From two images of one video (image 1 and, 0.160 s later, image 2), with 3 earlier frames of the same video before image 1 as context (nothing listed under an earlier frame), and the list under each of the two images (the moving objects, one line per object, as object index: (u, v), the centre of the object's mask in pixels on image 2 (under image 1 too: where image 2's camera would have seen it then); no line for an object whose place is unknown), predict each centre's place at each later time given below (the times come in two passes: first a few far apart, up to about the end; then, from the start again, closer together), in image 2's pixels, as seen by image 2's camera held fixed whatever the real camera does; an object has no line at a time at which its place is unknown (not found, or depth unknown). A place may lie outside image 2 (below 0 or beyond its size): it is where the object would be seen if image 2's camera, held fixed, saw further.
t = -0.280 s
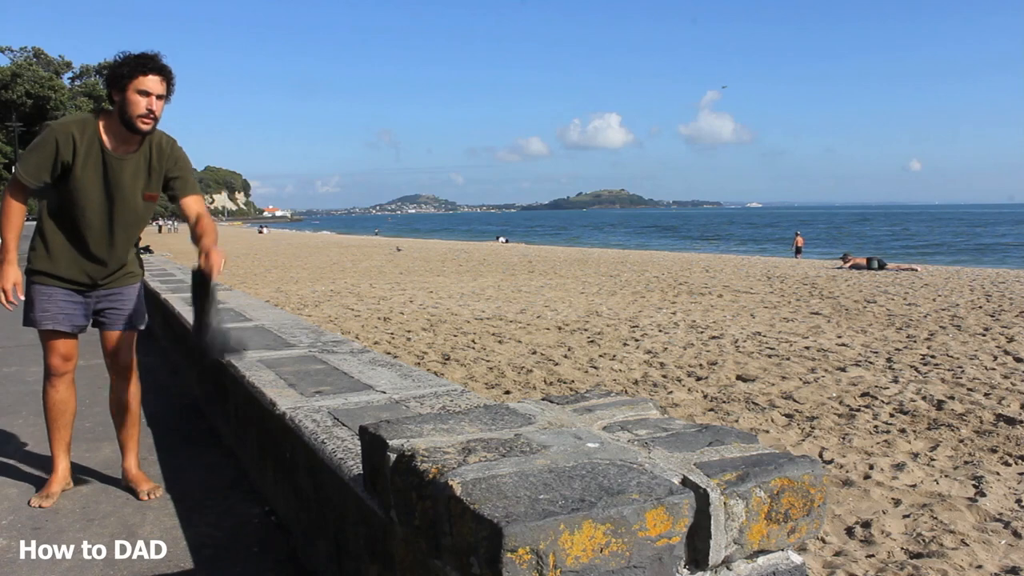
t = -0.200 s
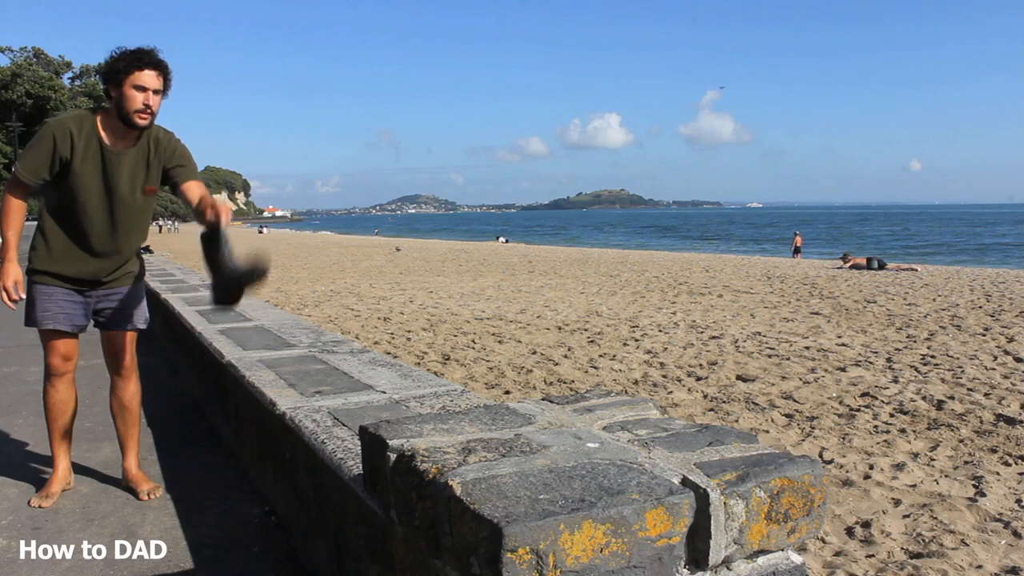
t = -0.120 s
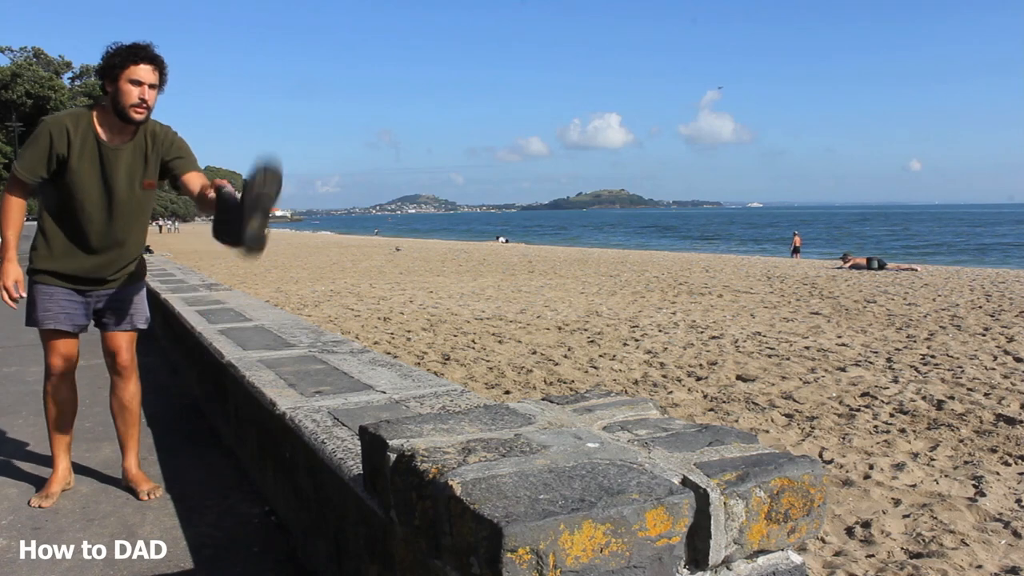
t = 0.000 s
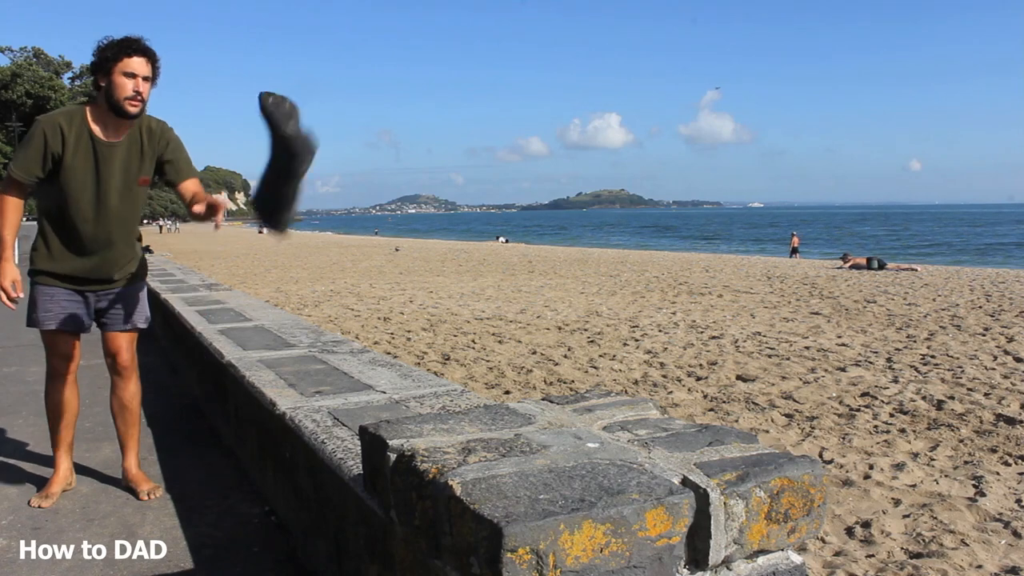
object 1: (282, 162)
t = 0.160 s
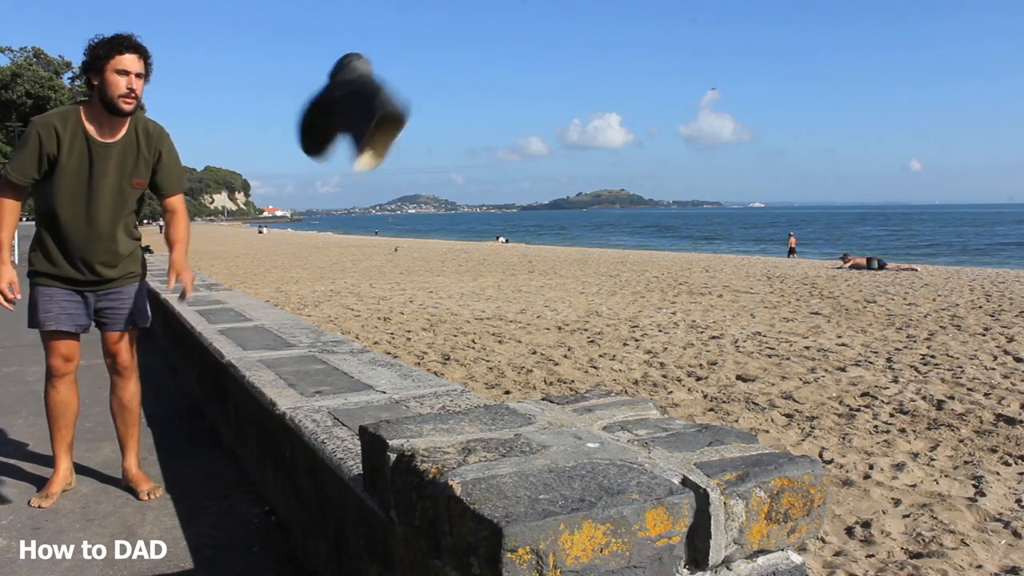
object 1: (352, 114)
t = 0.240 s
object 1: (388, 117)
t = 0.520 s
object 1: (530, 409)
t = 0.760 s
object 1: (558, 358)
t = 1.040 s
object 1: (539, 374)
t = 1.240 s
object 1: (541, 378)
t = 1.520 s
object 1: (542, 376)
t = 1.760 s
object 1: (540, 377)
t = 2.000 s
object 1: (540, 376)
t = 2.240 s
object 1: (539, 376)
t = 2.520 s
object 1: (539, 376)
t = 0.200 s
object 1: (370, 112)
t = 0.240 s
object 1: (388, 117)
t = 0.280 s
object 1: (406, 129)
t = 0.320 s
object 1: (423, 151)
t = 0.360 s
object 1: (439, 185)
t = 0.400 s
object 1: (454, 233)
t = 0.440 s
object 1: (473, 306)
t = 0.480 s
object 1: (503, 381)
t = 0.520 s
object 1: (530, 409)
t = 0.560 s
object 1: (534, 381)
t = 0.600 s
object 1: (542, 360)
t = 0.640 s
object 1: (552, 358)
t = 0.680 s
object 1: (559, 358)
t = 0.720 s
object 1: (560, 357)
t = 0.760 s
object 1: (558, 358)
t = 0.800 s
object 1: (553, 365)
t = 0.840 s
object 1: (546, 373)
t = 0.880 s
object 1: (538, 375)
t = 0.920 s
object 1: (536, 371)
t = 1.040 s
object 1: (539, 374)
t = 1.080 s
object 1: (543, 377)
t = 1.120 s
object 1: (546, 374)
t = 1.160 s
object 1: (546, 374)
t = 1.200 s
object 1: (545, 375)
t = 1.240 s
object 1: (541, 378)
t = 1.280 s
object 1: (537, 376)
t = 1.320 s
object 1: (536, 377)
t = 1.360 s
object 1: (537, 376)
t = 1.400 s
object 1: (539, 376)
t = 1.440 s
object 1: (540, 376)
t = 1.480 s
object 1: (542, 376)
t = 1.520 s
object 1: (542, 376)
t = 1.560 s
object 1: (541, 376)
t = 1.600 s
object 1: (539, 377)
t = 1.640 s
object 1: (537, 376)
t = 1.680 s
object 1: (537, 377)
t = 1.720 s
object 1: (539, 376)
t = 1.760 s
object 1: (540, 377)
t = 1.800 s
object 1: (540, 377)
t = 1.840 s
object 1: (540, 377)
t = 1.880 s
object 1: (538, 377)
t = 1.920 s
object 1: (538, 376)
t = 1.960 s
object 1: (539, 377)
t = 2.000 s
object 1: (540, 376)
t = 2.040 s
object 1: (540, 377)
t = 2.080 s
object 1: (540, 376)
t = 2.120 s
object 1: (539, 376)
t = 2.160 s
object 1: (538, 376)
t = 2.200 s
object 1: (539, 376)
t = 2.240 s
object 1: (539, 376)
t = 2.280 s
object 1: (540, 377)
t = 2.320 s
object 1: (539, 376)
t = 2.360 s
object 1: (539, 376)
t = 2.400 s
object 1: (539, 377)
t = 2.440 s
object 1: (539, 376)
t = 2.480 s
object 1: (539, 377)
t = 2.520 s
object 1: (539, 376)
